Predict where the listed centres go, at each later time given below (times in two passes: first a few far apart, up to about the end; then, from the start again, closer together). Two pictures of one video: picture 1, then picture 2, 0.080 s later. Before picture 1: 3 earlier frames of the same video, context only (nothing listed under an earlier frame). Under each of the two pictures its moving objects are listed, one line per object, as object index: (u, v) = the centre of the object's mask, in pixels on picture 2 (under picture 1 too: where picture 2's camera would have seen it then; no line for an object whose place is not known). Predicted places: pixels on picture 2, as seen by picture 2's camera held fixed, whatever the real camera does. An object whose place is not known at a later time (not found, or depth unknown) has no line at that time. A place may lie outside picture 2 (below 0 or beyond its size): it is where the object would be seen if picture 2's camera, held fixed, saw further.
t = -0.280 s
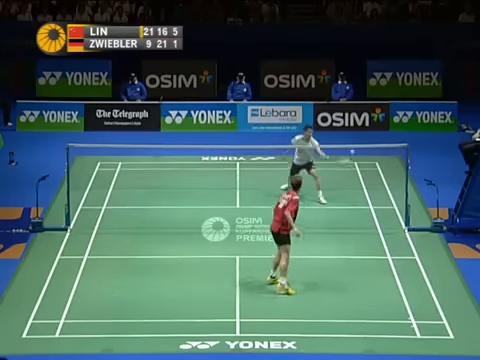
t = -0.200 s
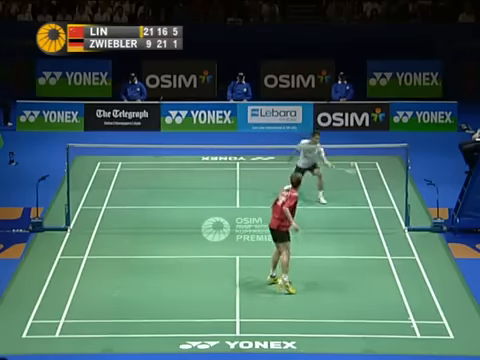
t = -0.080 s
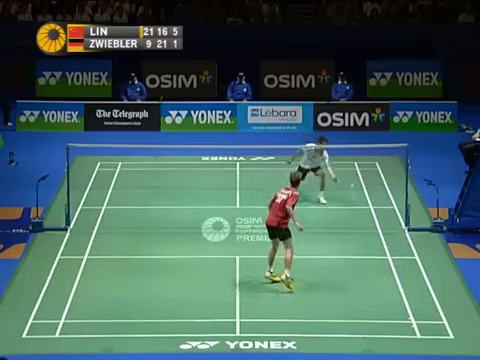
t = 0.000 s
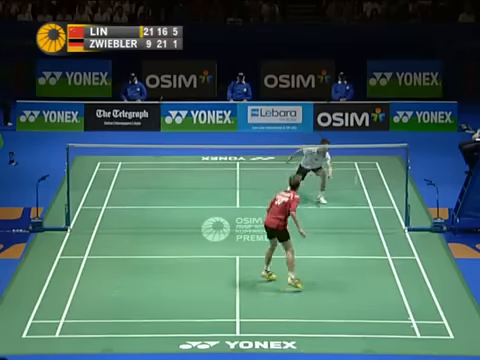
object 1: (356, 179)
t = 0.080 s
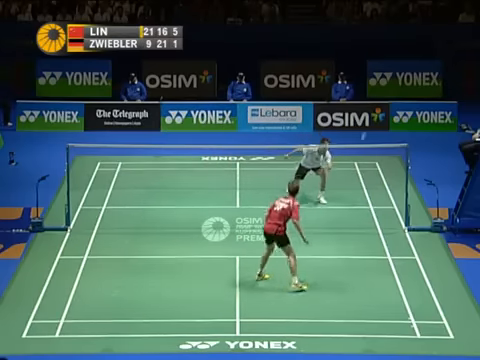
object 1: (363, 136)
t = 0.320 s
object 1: (376, 72)
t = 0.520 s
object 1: (381, 54)
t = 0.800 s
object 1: (385, 70)
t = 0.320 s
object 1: (376, 72)
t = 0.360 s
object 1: (377, 66)
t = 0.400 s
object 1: (378, 61)
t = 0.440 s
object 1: (380, 58)
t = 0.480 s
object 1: (381, 56)
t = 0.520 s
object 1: (381, 54)
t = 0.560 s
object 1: (382, 54)
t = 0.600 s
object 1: (383, 54)
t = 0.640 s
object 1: (383, 56)
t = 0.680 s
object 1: (384, 58)
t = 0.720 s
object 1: (384, 61)
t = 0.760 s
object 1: (384, 65)
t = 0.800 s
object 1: (385, 70)
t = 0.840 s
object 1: (385, 76)
